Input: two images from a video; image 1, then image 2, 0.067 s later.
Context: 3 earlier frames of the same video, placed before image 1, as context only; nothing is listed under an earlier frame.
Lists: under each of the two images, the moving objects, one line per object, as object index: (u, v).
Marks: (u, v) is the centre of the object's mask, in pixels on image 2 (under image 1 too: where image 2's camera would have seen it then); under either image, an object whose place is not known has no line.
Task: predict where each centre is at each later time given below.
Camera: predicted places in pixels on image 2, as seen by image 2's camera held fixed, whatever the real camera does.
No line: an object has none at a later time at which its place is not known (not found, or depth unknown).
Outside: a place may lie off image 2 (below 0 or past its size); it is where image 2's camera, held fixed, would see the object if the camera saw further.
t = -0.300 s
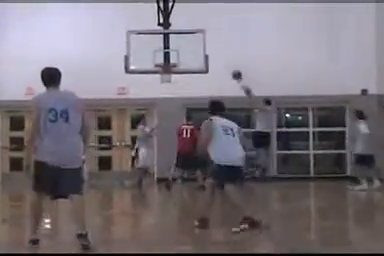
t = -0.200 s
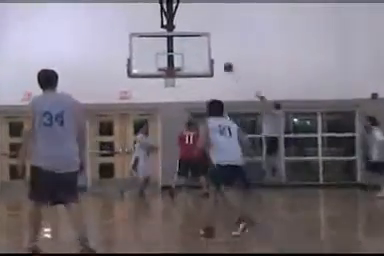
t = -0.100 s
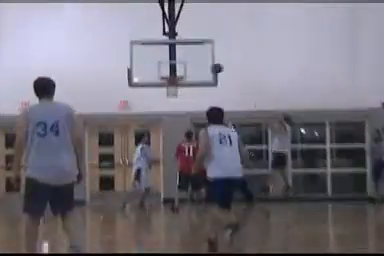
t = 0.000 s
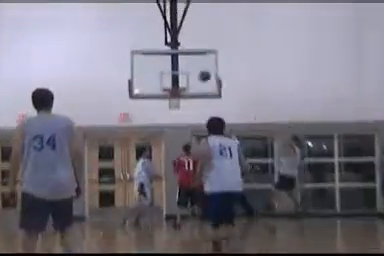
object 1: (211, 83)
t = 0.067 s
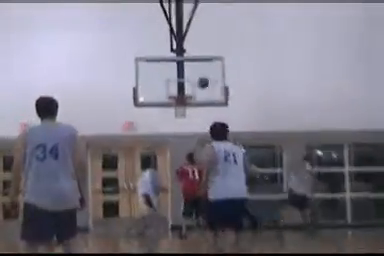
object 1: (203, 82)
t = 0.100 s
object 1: (199, 83)
